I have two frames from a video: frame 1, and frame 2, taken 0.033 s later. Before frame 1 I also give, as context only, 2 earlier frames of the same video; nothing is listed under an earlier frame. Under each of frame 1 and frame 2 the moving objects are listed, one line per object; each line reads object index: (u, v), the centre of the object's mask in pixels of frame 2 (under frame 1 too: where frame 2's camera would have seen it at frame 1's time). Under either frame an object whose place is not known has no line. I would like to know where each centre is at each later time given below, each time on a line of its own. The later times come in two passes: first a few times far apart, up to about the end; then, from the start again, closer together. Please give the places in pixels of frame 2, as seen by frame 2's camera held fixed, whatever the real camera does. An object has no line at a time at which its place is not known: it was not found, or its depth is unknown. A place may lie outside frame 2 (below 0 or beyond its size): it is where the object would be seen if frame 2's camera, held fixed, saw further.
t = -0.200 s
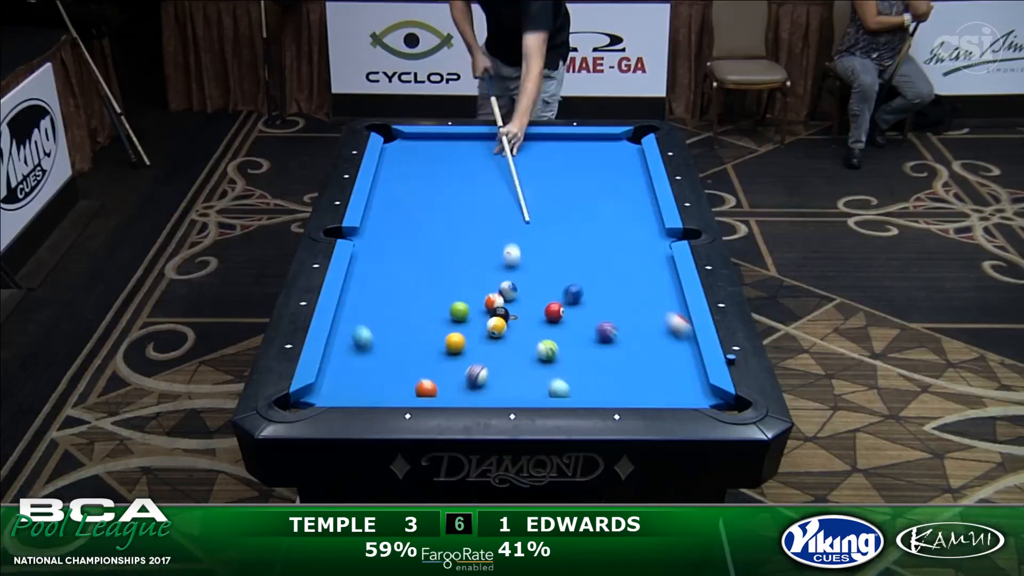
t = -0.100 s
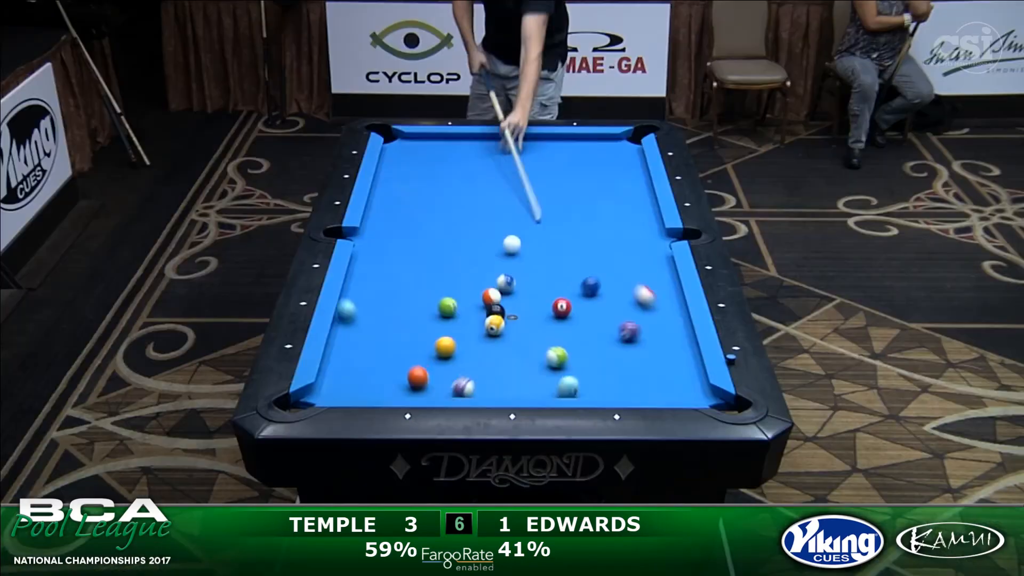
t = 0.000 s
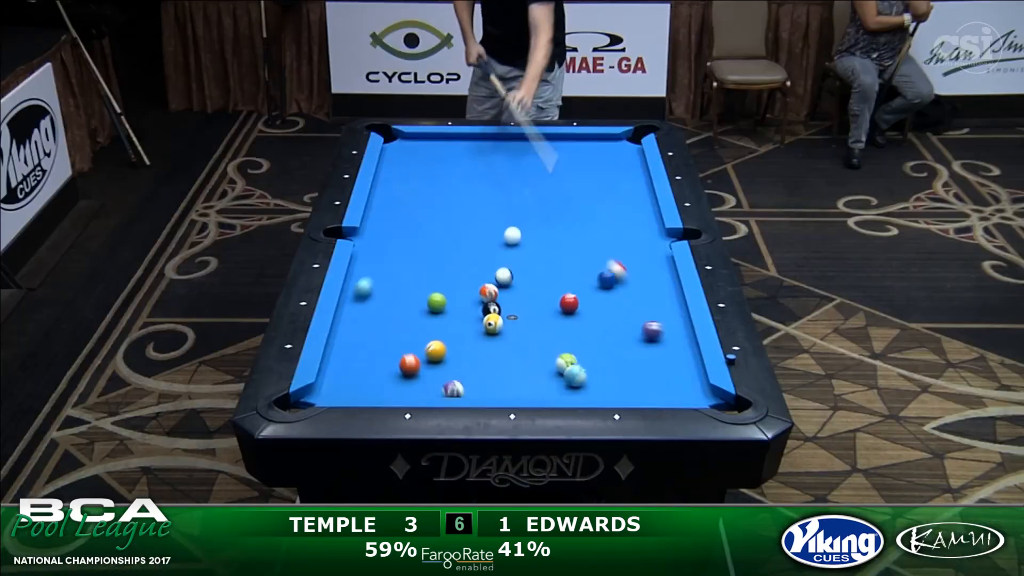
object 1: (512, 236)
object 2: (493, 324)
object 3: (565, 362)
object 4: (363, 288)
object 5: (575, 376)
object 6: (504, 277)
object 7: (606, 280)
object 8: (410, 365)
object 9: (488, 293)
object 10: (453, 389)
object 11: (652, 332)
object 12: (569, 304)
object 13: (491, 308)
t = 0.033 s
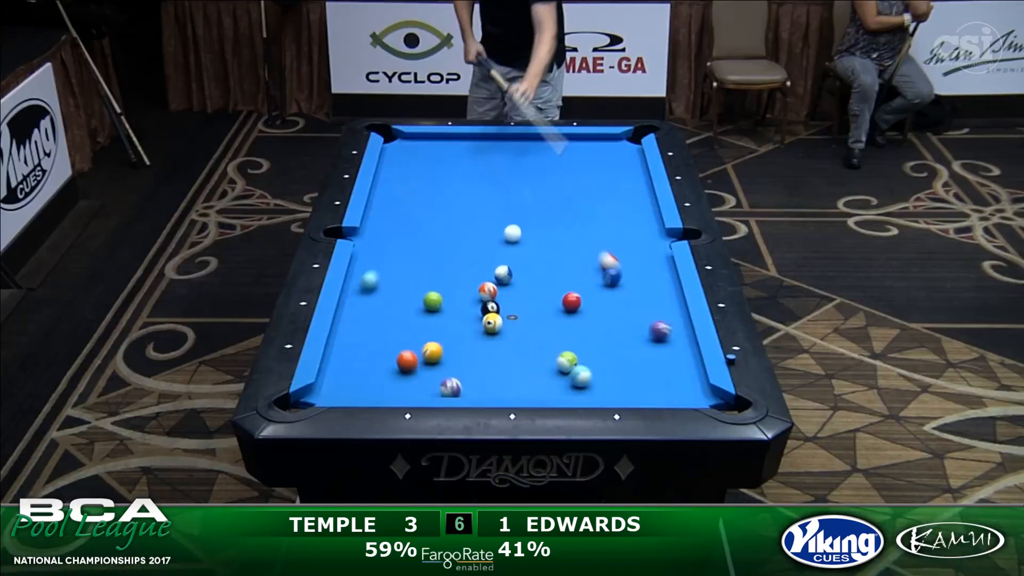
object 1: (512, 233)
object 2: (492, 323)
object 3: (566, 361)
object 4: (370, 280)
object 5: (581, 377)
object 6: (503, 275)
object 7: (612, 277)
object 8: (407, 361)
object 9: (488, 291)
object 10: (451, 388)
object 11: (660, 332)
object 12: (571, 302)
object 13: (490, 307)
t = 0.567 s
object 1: (519, 213)
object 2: (486, 317)
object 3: (580, 339)
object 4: (450, 190)
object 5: (655, 381)
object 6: (495, 245)
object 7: (651, 248)
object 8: (370, 306)
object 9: (476, 271)
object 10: (420, 351)
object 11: (625, 326)
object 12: (606, 283)
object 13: (472, 297)
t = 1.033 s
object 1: (524, 200)
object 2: (482, 314)
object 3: (578, 331)
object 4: (504, 140)
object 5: (690, 383)
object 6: (489, 222)
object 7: (610, 232)
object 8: (361, 274)
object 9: (467, 256)
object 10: (399, 324)
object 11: (579, 313)
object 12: (631, 268)
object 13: (461, 289)
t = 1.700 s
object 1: (530, 186)
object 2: (482, 314)
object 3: (568, 330)
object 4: (628, 187)
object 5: (649, 386)
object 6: (483, 197)
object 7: (563, 213)
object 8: (390, 255)
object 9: (459, 240)
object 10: (375, 294)
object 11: (541, 293)
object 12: (661, 252)
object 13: (451, 281)
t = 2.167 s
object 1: (533, 179)
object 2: (482, 314)
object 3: (568, 330)
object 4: (611, 219)
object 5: (629, 387)
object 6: (480, 183)
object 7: (536, 203)
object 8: (405, 245)
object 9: (456, 232)
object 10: (361, 278)
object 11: (520, 282)
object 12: (652, 246)
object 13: (446, 279)
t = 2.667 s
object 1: (534, 174)
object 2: (482, 314)
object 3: (568, 330)
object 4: (559, 252)
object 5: (615, 387)
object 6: (477, 171)
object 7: (513, 193)
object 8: (418, 237)
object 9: (453, 226)
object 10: (361, 265)
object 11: (504, 272)
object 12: (645, 243)
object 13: (446, 279)
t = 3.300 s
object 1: (534, 170)
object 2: (482, 314)
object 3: (568, 330)
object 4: (491, 297)
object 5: (610, 388)
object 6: (473, 160)
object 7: (490, 185)
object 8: (428, 231)
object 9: (451, 223)
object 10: (372, 257)
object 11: (489, 264)
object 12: (643, 242)
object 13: (446, 279)
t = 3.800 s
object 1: (534, 170)
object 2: (486, 331)
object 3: (568, 330)
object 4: (430, 314)
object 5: (610, 388)
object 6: (471, 154)
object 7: (476, 179)
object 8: (432, 229)
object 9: (451, 222)
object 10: (377, 253)
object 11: (482, 260)
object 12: (643, 241)
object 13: (446, 279)
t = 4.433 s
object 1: (534, 170)
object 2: (494, 355)
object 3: (568, 330)
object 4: (358, 328)
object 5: (610, 388)
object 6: (469, 148)
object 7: (467, 176)
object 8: (432, 228)
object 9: (451, 222)
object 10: (379, 252)
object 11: (479, 258)
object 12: (643, 241)
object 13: (446, 279)
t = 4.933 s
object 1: (534, 170)
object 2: (500, 370)
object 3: (568, 330)
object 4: (357, 333)
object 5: (610, 388)
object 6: (470, 147)
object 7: (463, 175)
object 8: (432, 228)
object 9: (451, 222)
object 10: (379, 252)
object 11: (479, 258)
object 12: (643, 241)
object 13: (446, 279)
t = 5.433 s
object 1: (534, 170)
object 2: (505, 382)
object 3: (565, 327)
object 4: (381, 337)
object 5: (610, 388)
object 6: (470, 146)
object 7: (463, 175)
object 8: (432, 228)
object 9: (451, 222)
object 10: (379, 252)
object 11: (479, 258)
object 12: (643, 242)
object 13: (446, 279)
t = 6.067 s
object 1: (534, 170)
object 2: (509, 389)
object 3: (563, 325)
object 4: (400, 340)
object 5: (610, 388)
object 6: (470, 146)
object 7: (463, 175)
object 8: (432, 228)
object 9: (451, 222)
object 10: (379, 252)
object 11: (479, 258)
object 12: (643, 241)
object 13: (446, 279)
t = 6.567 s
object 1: (534, 170)
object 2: (511, 391)
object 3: (563, 325)
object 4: (407, 341)
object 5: (610, 388)
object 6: (470, 146)
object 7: (463, 175)
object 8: (432, 228)
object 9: (451, 222)
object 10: (379, 252)
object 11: (479, 258)
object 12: (643, 241)
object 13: (446, 279)
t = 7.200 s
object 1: (534, 170)
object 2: (511, 391)
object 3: (563, 325)
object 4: (409, 341)
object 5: (610, 388)
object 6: (470, 146)
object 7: (463, 175)
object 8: (432, 228)
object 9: (451, 222)
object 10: (379, 252)
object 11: (479, 258)
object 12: (643, 241)
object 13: (446, 279)
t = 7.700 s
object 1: (534, 170)
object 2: (511, 391)
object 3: (563, 325)
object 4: (409, 341)
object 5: (610, 388)
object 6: (470, 146)
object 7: (463, 175)
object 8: (432, 228)
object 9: (451, 222)
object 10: (379, 252)
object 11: (479, 258)
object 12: (643, 241)
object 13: (446, 279)
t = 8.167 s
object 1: (534, 170)
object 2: (511, 391)
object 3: (563, 325)
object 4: (409, 341)
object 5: (610, 388)
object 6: (470, 146)
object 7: (463, 175)
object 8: (432, 228)
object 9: (451, 222)
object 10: (379, 252)
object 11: (479, 258)
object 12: (643, 241)
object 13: (446, 279)
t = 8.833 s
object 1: (534, 170)
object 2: (511, 391)
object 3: (563, 325)
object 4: (409, 341)
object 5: (610, 388)
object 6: (470, 146)
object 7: (463, 175)
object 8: (432, 228)
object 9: (451, 223)
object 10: (379, 252)
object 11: (479, 258)
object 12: (643, 242)
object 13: (446, 279)
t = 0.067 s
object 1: (513, 231)
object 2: (492, 322)
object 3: (567, 360)
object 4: (375, 274)
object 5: (586, 378)
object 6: (503, 273)
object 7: (616, 275)
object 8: (404, 358)
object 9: (487, 290)
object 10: (448, 387)
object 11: (667, 332)
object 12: (574, 301)
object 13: (488, 307)
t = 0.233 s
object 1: (515, 224)
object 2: (489, 321)
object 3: (572, 352)
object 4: (403, 242)
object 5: (610, 379)
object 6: (500, 263)
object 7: (638, 264)
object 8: (392, 339)
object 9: (482, 283)
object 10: (438, 374)
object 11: (671, 330)
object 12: (585, 294)
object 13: (482, 304)
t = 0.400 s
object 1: (517, 219)
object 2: (487, 319)
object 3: (576, 345)
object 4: (428, 215)
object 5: (632, 380)
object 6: (497, 254)
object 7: (659, 255)
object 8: (381, 322)
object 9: (479, 277)
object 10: (429, 363)
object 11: (648, 328)
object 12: (596, 288)
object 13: (477, 301)
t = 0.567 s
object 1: (519, 213)
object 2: (486, 317)
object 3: (580, 339)
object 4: (450, 190)
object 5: (655, 381)
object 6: (495, 245)
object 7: (651, 248)
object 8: (370, 306)
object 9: (476, 271)
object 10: (420, 351)
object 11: (625, 326)
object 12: (606, 283)
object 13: (472, 297)
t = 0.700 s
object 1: (520, 210)
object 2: (484, 316)
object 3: (583, 334)
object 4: (466, 171)
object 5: (672, 381)
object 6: (493, 238)
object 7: (638, 243)
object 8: (363, 294)
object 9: (473, 266)
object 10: (414, 344)
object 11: (608, 325)
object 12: (613, 278)
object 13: (469, 295)
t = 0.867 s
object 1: (522, 205)
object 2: (483, 315)
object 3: (583, 331)
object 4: (484, 151)
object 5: (693, 383)
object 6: (491, 230)
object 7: (624, 237)
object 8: (354, 280)
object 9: (470, 261)
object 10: (406, 334)
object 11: (592, 319)
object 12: (623, 273)
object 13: (465, 292)
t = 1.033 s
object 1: (524, 200)
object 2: (482, 314)
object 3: (578, 331)
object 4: (504, 140)
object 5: (690, 383)
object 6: (489, 222)
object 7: (610, 232)
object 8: (361, 274)
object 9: (467, 256)
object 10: (399, 324)
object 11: (579, 313)
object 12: (631, 268)
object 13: (461, 289)
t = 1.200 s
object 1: (526, 197)
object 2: (482, 314)
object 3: (574, 331)
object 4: (534, 152)
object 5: (678, 383)
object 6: (487, 216)
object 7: (597, 227)
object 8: (369, 268)
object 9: (465, 252)
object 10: (393, 317)
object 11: (569, 309)
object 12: (639, 264)
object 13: (458, 287)
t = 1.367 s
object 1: (527, 193)
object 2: (482, 314)
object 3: (572, 330)
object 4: (564, 163)
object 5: (667, 384)
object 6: (486, 209)
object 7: (585, 222)
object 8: (376, 263)
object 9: (463, 247)
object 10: (387, 308)
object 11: (559, 303)
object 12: (647, 259)
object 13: (455, 285)
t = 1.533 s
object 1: (529, 190)
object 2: (482, 314)
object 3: (569, 330)
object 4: (596, 175)
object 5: (658, 385)
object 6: (485, 203)
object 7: (573, 217)
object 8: (383, 259)
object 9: (461, 244)
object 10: (380, 301)
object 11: (549, 298)
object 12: (654, 255)
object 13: (453, 283)
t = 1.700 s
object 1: (530, 186)
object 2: (482, 314)
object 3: (568, 330)
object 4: (628, 187)
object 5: (649, 386)
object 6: (483, 197)
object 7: (563, 213)
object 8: (390, 255)
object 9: (459, 240)
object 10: (375, 294)
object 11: (541, 293)
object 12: (661, 252)
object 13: (451, 281)
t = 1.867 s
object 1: (531, 184)
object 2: (482, 314)
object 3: (568, 330)
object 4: (641, 199)
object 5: (641, 386)
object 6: (482, 192)
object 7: (553, 209)
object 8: (396, 251)
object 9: (457, 237)
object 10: (370, 288)
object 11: (533, 289)
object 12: (659, 249)
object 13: (449, 280)
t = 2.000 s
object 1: (532, 182)
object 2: (482, 314)
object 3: (568, 330)
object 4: (628, 208)
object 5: (635, 387)
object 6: (481, 188)
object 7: (545, 206)
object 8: (400, 248)
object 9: (456, 235)
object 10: (366, 283)
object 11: (527, 286)
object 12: (656, 248)
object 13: (448, 280)
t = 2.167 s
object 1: (533, 179)
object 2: (482, 314)
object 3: (568, 330)
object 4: (611, 219)
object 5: (629, 387)
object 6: (480, 183)
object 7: (536, 203)
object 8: (405, 245)
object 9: (456, 232)
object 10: (361, 278)
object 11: (520, 282)
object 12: (652, 246)
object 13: (446, 279)
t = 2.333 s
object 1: (533, 177)
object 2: (482, 313)
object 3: (568, 330)
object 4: (594, 230)
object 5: (624, 387)
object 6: (479, 179)
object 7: (528, 199)
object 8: (410, 242)
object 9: (455, 230)
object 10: (358, 272)
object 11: (514, 279)
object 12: (649, 245)
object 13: (446, 279)
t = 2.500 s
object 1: (534, 176)
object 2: (482, 314)
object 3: (568, 330)
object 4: (577, 241)
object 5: (619, 387)
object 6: (478, 175)
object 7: (520, 196)
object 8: (414, 240)
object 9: (454, 228)
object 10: (358, 268)
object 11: (509, 276)
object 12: (647, 244)
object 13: (446, 279)
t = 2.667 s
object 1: (534, 174)
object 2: (482, 314)
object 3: (568, 330)
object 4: (559, 252)
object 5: (615, 387)
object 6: (477, 171)
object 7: (513, 193)
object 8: (418, 237)
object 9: (453, 226)
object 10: (361, 265)
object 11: (504, 272)
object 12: (645, 243)
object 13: (446, 279)
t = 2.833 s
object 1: (534, 173)
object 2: (482, 314)
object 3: (568, 330)
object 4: (542, 264)
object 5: (613, 388)
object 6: (476, 168)
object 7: (506, 191)
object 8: (421, 235)
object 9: (453, 225)
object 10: (365, 263)
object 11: (499, 270)
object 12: (643, 242)
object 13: (446, 279)
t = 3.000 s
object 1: (534, 172)
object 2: (482, 314)
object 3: (568, 330)
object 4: (524, 276)
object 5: (611, 388)
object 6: (475, 165)
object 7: (500, 188)
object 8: (424, 233)
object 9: (452, 224)
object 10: (368, 260)
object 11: (495, 268)
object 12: (643, 242)
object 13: (446, 279)
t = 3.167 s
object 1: (534, 171)
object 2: (482, 313)
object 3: (568, 330)
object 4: (505, 288)
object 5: (610, 388)
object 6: (474, 162)
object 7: (494, 186)
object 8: (426, 232)
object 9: (452, 223)
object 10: (370, 259)
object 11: (491, 266)
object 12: (643, 242)
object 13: (446, 279)
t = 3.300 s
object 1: (534, 170)
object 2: (482, 314)
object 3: (568, 330)
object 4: (491, 297)
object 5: (610, 388)
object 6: (473, 160)
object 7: (490, 185)
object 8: (428, 231)
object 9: (451, 223)
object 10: (372, 257)
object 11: (489, 264)
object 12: (643, 242)
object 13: (446, 279)
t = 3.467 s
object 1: (534, 170)
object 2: (483, 317)
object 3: (568, 330)
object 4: (469, 305)
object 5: (610, 388)
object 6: (472, 157)
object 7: (486, 182)
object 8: (430, 230)
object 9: (451, 222)
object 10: (374, 255)
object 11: (486, 262)
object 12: (643, 241)
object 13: (446, 279)
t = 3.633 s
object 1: (534, 170)
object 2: (485, 324)
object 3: (568, 330)
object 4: (450, 310)
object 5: (610, 388)
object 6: (472, 155)
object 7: (481, 179)
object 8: (431, 229)
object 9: (451, 222)
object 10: (376, 254)
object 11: (484, 261)
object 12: (643, 241)
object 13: (446, 279)
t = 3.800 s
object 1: (534, 170)
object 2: (486, 331)
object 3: (568, 330)
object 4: (430, 314)
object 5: (610, 388)
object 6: (471, 154)
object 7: (476, 179)
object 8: (432, 229)
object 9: (451, 222)
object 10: (377, 253)
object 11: (482, 260)
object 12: (643, 241)
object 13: (446, 279)
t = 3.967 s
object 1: (534, 170)
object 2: (488, 337)
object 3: (568, 330)
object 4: (410, 318)
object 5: (610, 388)
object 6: (471, 152)
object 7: (473, 179)
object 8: (432, 228)
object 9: (451, 222)
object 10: (378, 252)
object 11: (481, 259)
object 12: (643, 241)
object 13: (446, 279)
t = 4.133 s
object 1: (534, 170)
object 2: (490, 344)
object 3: (568, 330)
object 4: (391, 321)
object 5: (610, 388)
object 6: (470, 150)
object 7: (471, 178)
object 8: (432, 228)
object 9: (452, 222)
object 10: (379, 252)
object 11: (480, 258)
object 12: (643, 241)
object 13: (446, 279)
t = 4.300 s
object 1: (534, 170)
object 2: (492, 350)
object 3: (568, 330)
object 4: (372, 325)
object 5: (610, 388)
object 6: (469, 149)
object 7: (468, 177)
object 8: (432, 228)
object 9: (452, 222)
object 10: (379, 252)
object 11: (479, 258)
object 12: (643, 241)
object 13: (446, 279)
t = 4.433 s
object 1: (534, 170)
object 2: (494, 355)
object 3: (568, 330)
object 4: (358, 328)
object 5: (610, 388)
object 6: (469, 148)
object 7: (467, 176)
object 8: (432, 228)
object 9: (451, 222)
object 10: (379, 252)
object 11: (479, 258)
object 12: (643, 241)
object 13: (446, 279)
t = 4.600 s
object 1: (534, 170)
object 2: (496, 360)
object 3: (568, 330)
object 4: (341, 330)
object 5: (610, 388)
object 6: (469, 147)
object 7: (465, 176)
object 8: (432, 228)
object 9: (452, 222)
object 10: (379, 252)
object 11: (479, 258)
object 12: (643, 241)
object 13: (446, 279)
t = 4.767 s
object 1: (534, 170)
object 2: (498, 365)
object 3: (568, 330)
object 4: (348, 332)
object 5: (610, 388)
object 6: (469, 147)
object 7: (464, 175)
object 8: (432, 228)
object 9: (452, 222)
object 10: (379, 252)
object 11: (479, 258)
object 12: (643, 241)
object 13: (446, 279)
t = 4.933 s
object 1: (534, 170)
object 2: (500, 370)
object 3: (568, 330)
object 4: (357, 333)
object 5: (610, 388)
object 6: (470, 147)
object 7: (463, 175)
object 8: (432, 228)
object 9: (451, 222)
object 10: (379, 252)
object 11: (479, 258)
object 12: (643, 241)
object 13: (446, 279)
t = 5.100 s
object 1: (534, 170)
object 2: (502, 375)
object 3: (567, 330)
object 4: (366, 335)
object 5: (610, 388)
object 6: (470, 146)
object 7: (463, 175)
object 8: (432, 228)
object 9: (451, 222)
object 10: (379, 252)
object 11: (479, 258)
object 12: (643, 241)
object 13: (446, 279)
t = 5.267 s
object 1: (534, 170)
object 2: (503, 379)
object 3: (566, 328)
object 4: (374, 336)
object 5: (610, 388)
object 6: (470, 146)
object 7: (463, 175)
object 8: (432, 228)
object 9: (451, 222)
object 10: (379, 252)
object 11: (479, 258)
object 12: (643, 242)
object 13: (446, 279)
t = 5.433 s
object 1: (534, 170)
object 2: (505, 382)
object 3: (565, 327)
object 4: (381, 337)
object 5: (610, 388)
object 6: (470, 146)
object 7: (463, 175)
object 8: (432, 228)
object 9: (451, 222)
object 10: (379, 252)
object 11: (479, 258)
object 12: (643, 242)
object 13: (446, 279)
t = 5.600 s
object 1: (534, 170)
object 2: (506, 386)
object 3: (563, 326)
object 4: (387, 338)
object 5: (610, 388)
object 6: (470, 146)
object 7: (463, 175)
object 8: (432, 228)
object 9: (451, 222)
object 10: (379, 252)
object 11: (479, 258)
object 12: (643, 241)
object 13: (446, 279)
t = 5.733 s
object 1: (534, 170)
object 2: (507, 387)
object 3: (563, 326)
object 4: (391, 339)
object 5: (610, 388)
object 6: (470, 146)
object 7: (463, 175)
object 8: (432, 228)
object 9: (451, 222)
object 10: (379, 252)
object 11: (479, 258)
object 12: (643, 241)
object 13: (446, 279)
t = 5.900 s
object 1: (534, 170)
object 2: (508, 388)
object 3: (563, 325)
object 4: (396, 340)
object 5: (610, 388)
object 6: (470, 146)
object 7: (463, 175)
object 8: (432, 228)
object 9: (451, 222)
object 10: (379, 252)
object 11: (479, 258)
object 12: (643, 241)
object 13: (446, 279)
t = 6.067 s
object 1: (534, 170)
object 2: (509, 389)
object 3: (563, 325)
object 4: (400, 340)
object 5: (610, 388)
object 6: (470, 146)
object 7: (463, 175)
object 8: (432, 228)
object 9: (451, 222)
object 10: (379, 252)
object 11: (479, 258)
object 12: (643, 241)
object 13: (446, 279)
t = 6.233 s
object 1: (534, 170)
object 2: (510, 390)
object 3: (563, 325)
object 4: (403, 340)
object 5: (610, 388)
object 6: (470, 146)
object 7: (463, 175)
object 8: (432, 228)
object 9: (451, 222)
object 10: (379, 252)
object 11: (479, 258)
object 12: (643, 241)
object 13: (446, 279)
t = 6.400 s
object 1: (534, 170)
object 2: (511, 391)
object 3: (563, 325)
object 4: (405, 341)
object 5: (610, 388)
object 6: (470, 146)
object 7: (463, 175)
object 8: (432, 228)
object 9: (451, 222)
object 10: (379, 252)
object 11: (479, 258)
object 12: (643, 241)
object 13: (446, 279)
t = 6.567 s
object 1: (534, 170)
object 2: (511, 391)
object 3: (563, 325)
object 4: (407, 341)
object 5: (610, 388)
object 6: (470, 146)
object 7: (463, 175)
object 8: (432, 228)
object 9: (451, 222)
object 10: (379, 252)
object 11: (479, 258)
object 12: (643, 241)
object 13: (446, 279)
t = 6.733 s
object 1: (534, 170)
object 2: (511, 391)
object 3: (563, 325)
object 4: (409, 341)
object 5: (610, 388)
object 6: (470, 146)
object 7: (463, 175)
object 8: (432, 228)
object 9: (451, 222)
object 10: (379, 252)
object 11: (479, 258)
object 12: (643, 241)
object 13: (446, 279)
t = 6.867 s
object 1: (534, 170)
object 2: (511, 391)
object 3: (563, 325)
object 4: (409, 341)
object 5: (610, 388)
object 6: (470, 146)
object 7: (463, 175)
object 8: (432, 228)
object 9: (451, 222)
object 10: (379, 252)
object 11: (479, 258)
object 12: (643, 241)
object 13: (446, 279)
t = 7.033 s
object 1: (534, 170)
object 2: (511, 391)
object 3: (563, 325)
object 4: (409, 341)
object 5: (610, 388)
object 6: (470, 146)
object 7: (463, 175)
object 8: (432, 228)
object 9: (451, 222)
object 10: (379, 252)
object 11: (479, 258)
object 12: (643, 241)
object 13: (446, 279)
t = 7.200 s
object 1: (534, 170)
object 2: (511, 391)
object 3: (563, 325)
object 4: (409, 341)
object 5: (610, 388)
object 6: (470, 146)
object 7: (463, 175)
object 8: (432, 228)
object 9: (451, 222)
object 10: (379, 252)
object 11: (479, 258)
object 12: (643, 241)
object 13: (446, 279)
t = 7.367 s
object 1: (534, 170)
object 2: (511, 391)
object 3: (563, 325)
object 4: (409, 341)
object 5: (610, 388)
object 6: (470, 146)
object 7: (463, 175)
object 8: (432, 228)
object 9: (451, 222)
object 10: (379, 252)
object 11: (479, 258)
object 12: (643, 241)
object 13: (446, 279)
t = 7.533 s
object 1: (534, 170)
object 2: (511, 391)
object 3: (563, 325)
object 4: (409, 341)
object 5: (610, 388)
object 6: (470, 146)
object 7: (463, 175)
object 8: (432, 228)
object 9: (451, 222)
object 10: (379, 252)
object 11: (479, 258)
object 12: (643, 241)
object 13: (446, 279)
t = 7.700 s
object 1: (534, 170)
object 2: (511, 391)
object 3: (563, 325)
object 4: (409, 341)
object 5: (610, 388)
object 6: (470, 146)
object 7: (463, 175)
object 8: (432, 228)
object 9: (451, 222)
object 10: (379, 252)
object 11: (479, 258)
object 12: (643, 241)
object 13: (446, 279)
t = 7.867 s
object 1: (534, 170)
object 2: (511, 391)
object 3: (563, 325)
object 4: (409, 341)
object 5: (610, 388)
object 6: (470, 146)
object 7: (463, 175)
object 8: (432, 228)
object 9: (451, 222)
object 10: (379, 252)
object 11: (479, 258)
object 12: (642, 241)
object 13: (446, 279)
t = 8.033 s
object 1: (534, 170)
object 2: (511, 391)
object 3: (563, 325)
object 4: (409, 341)
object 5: (610, 388)
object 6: (470, 146)
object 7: (463, 175)
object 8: (432, 228)
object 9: (451, 222)
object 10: (379, 252)
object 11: (479, 258)
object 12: (643, 241)
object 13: (446, 279)
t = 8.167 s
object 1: (534, 170)
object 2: (511, 391)
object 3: (563, 325)
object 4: (409, 341)
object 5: (610, 388)
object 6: (470, 146)
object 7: (463, 175)
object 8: (432, 228)
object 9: (451, 222)
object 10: (379, 252)
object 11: (479, 258)
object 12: (643, 241)
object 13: (446, 279)
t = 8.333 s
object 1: (534, 170)
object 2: (511, 391)
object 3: (563, 325)
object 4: (409, 341)
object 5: (610, 388)
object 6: (470, 146)
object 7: (463, 175)
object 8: (432, 228)
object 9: (451, 222)
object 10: (379, 252)
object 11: (479, 258)
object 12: (642, 241)
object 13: (446, 279)
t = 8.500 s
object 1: (534, 170)
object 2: (511, 391)
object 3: (563, 325)
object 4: (409, 341)
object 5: (610, 388)
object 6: (470, 146)
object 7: (463, 175)
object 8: (432, 228)
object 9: (451, 222)
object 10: (379, 252)
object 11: (479, 258)
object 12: (643, 241)
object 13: (446, 279)
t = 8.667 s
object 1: (534, 170)
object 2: (511, 391)
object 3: (563, 325)
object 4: (409, 341)
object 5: (610, 388)
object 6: (470, 146)
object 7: (463, 175)
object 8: (432, 228)
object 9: (451, 222)
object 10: (379, 252)
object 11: (479, 258)
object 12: (642, 241)
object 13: (446, 279)
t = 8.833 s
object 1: (534, 170)
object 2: (511, 391)
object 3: (563, 325)
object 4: (409, 341)
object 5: (610, 388)
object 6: (470, 146)
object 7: (463, 175)
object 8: (432, 228)
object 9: (451, 223)
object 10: (379, 252)
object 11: (479, 258)
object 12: (643, 242)
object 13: (446, 279)
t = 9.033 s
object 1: (534, 170)
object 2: (511, 391)
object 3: (563, 325)
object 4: (409, 341)
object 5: (610, 388)
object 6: (470, 146)
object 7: (463, 175)
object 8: (432, 228)
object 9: (452, 222)
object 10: (379, 252)
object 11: (479, 258)
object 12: (643, 242)
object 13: (446, 279)
